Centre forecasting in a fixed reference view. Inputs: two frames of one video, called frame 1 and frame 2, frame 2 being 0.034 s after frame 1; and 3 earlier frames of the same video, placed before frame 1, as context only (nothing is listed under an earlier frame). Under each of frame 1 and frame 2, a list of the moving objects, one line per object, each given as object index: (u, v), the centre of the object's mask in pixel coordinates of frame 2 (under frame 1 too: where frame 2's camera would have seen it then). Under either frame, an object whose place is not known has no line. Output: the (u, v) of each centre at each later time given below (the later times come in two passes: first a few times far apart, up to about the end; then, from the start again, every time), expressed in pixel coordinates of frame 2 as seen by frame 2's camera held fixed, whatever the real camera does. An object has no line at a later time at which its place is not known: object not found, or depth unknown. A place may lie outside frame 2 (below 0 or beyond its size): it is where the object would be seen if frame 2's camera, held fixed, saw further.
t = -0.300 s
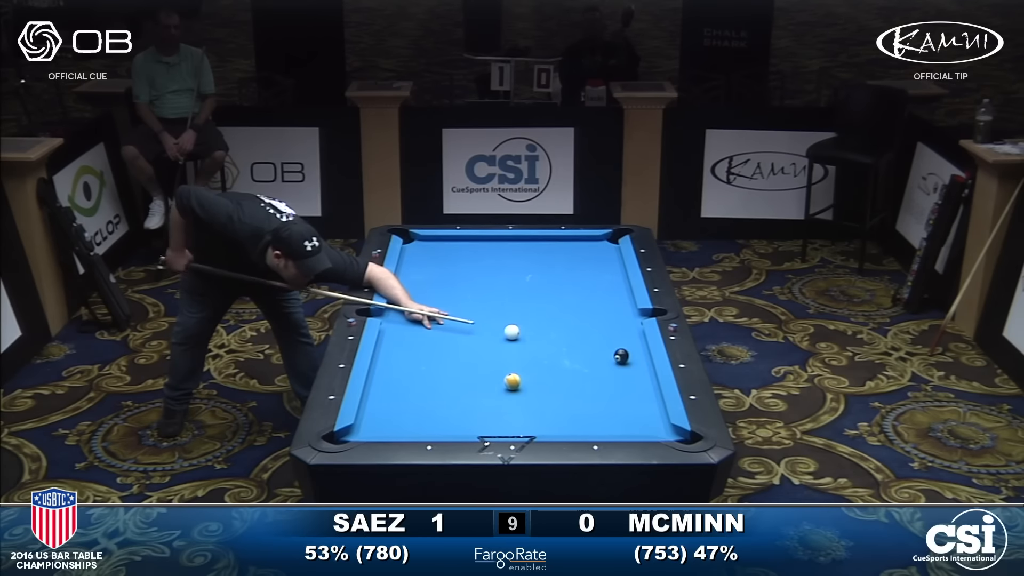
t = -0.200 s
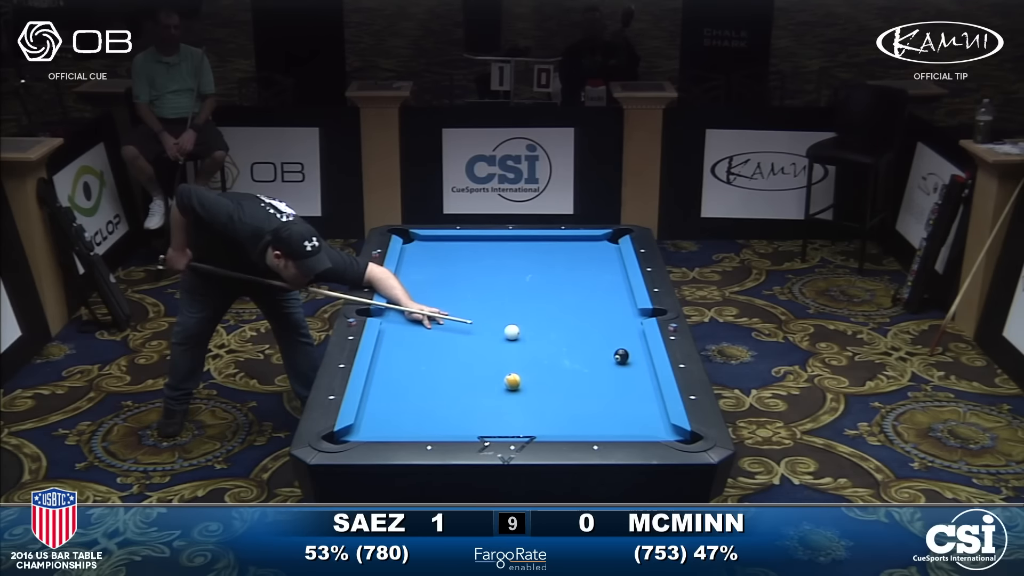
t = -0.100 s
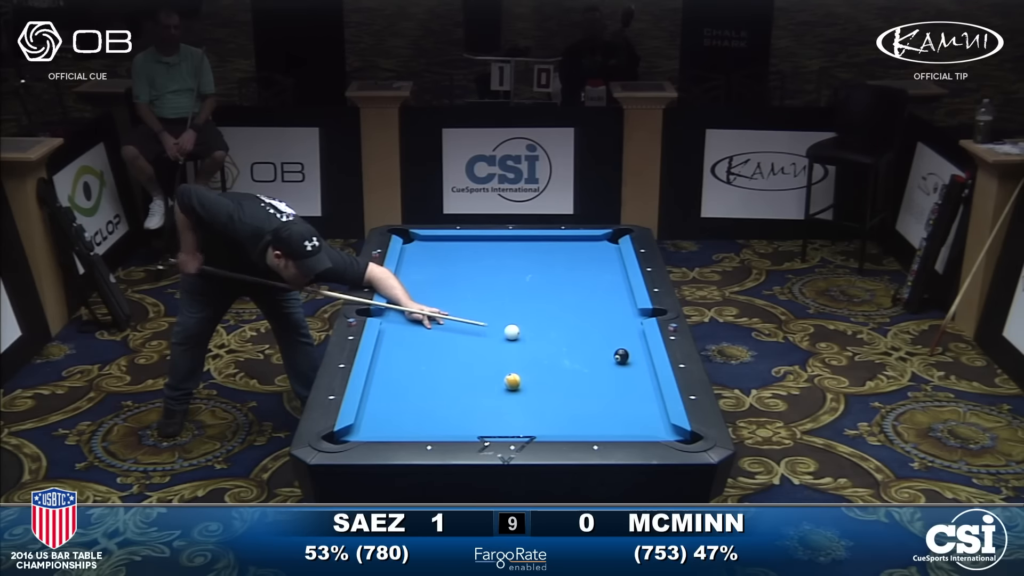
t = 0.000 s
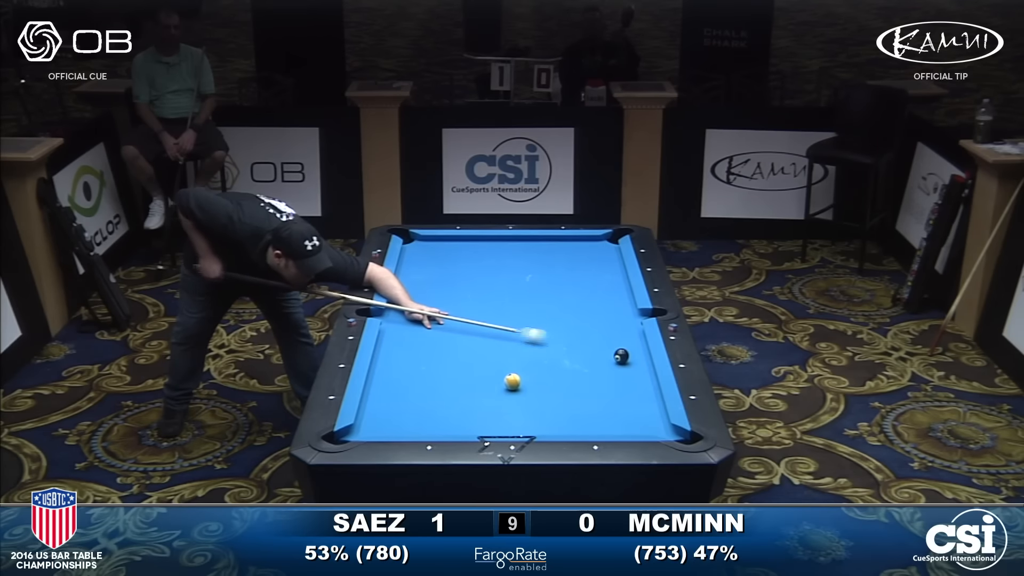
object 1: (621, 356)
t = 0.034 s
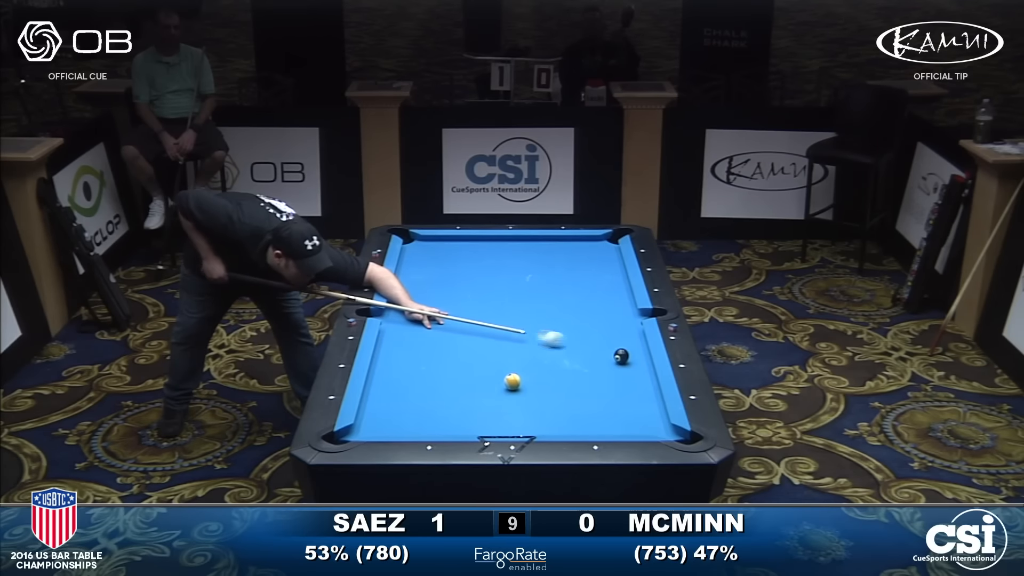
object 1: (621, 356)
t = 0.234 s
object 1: (624, 361)
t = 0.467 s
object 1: (634, 377)
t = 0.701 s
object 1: (643, 392)
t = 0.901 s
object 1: (651, 406)
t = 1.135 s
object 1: (661, 422)
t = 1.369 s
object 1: (665, 433)
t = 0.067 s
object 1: (621, 356)
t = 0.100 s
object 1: (621, 356)
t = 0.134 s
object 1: (621, 356)
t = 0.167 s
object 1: (621, 357)
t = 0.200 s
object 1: (622, 359)
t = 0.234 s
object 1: (624, 361)
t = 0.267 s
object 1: (626, 363)
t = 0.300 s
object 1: (627, 366)
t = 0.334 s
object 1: (629, 368)
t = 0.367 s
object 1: (630, 370)
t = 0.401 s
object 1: (631, 372)
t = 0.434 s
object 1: (632, 374)
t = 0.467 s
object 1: (634, 377)
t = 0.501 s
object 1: (636, 379)
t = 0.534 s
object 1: (636, 381)
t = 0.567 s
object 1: (638, 383)
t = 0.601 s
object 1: (639, 386)
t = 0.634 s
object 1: (640, 388)
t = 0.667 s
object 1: (642, 390)
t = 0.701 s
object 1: (643, 392)
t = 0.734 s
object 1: (644, 394)
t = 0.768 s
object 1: (646, 397)
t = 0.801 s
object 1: (647, 399)
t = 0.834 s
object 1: (648, 401)
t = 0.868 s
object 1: (650, 403)
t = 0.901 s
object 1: (651, 406)
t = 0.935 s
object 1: (653, 408)
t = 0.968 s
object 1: (654, 410)
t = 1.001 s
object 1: (655, 413)
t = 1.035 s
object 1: (656, 415)
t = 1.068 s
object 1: (658, 417)
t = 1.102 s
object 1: (660, 420)
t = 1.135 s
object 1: (661, 422)
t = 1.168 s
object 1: (662, 424)
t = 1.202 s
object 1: (662, 426)
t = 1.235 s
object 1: (663, 428)
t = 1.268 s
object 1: (664, 429)
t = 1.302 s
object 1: (664, 430)
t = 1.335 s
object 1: (665, 432)
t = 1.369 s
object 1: (665, 433)
